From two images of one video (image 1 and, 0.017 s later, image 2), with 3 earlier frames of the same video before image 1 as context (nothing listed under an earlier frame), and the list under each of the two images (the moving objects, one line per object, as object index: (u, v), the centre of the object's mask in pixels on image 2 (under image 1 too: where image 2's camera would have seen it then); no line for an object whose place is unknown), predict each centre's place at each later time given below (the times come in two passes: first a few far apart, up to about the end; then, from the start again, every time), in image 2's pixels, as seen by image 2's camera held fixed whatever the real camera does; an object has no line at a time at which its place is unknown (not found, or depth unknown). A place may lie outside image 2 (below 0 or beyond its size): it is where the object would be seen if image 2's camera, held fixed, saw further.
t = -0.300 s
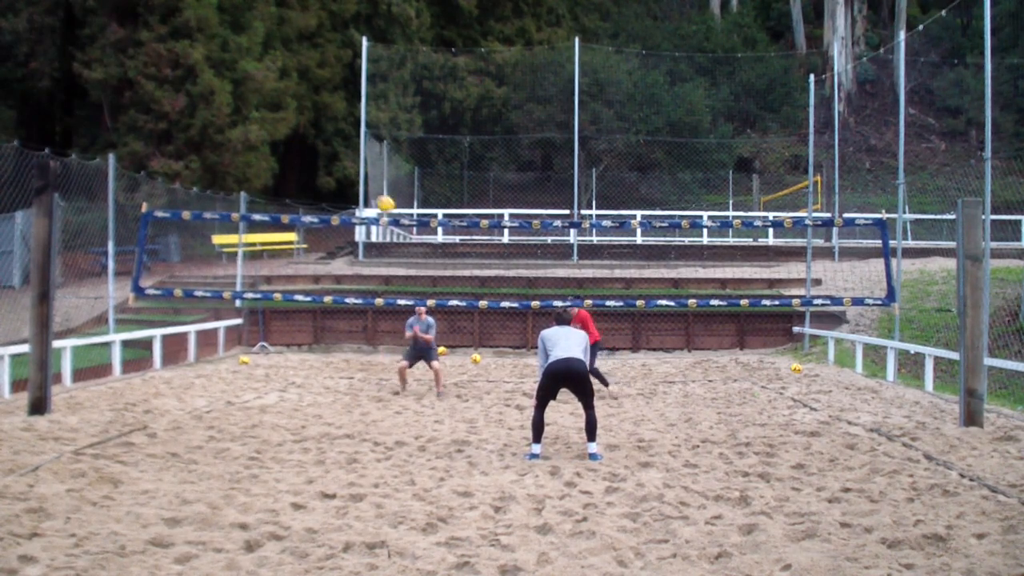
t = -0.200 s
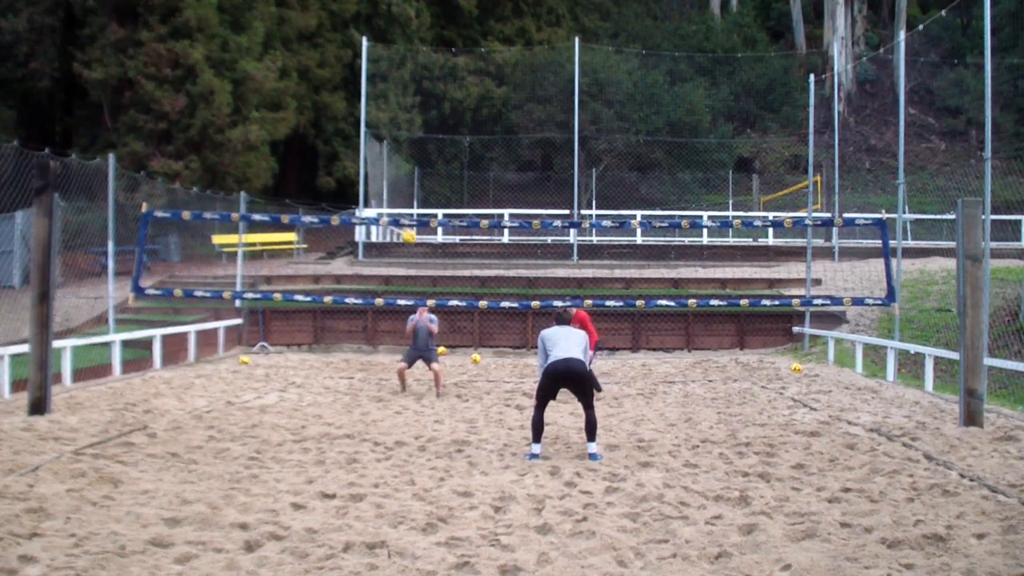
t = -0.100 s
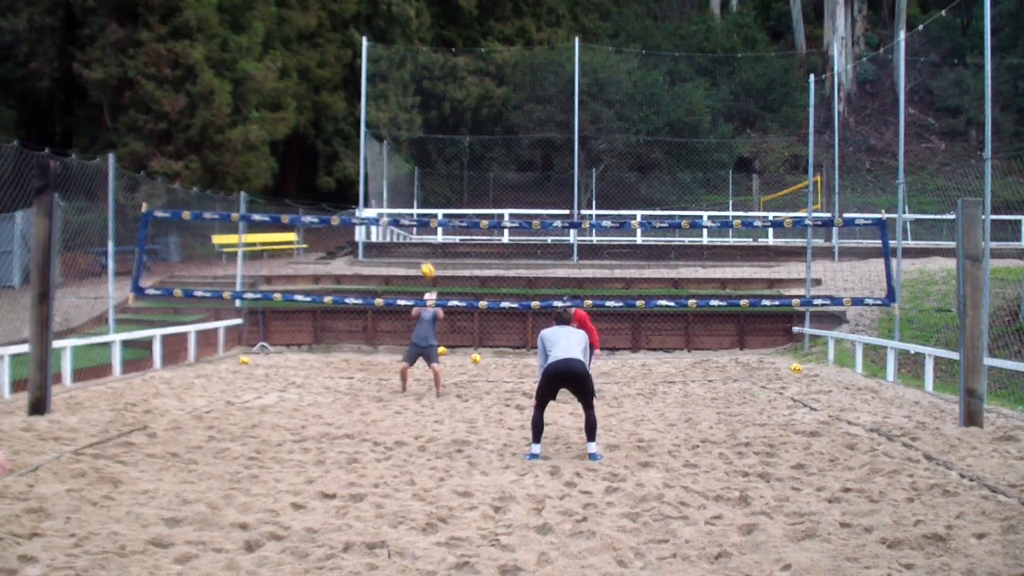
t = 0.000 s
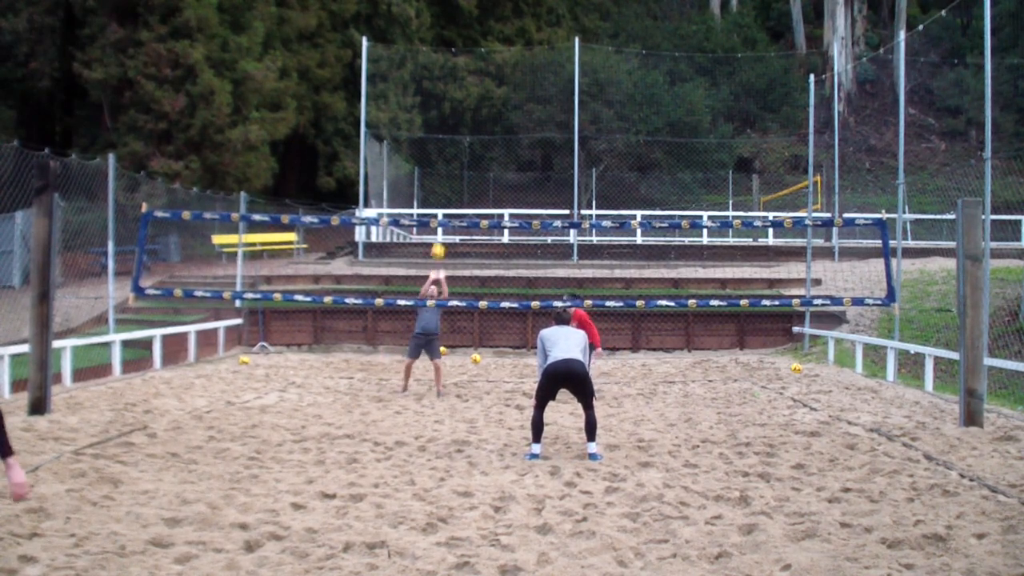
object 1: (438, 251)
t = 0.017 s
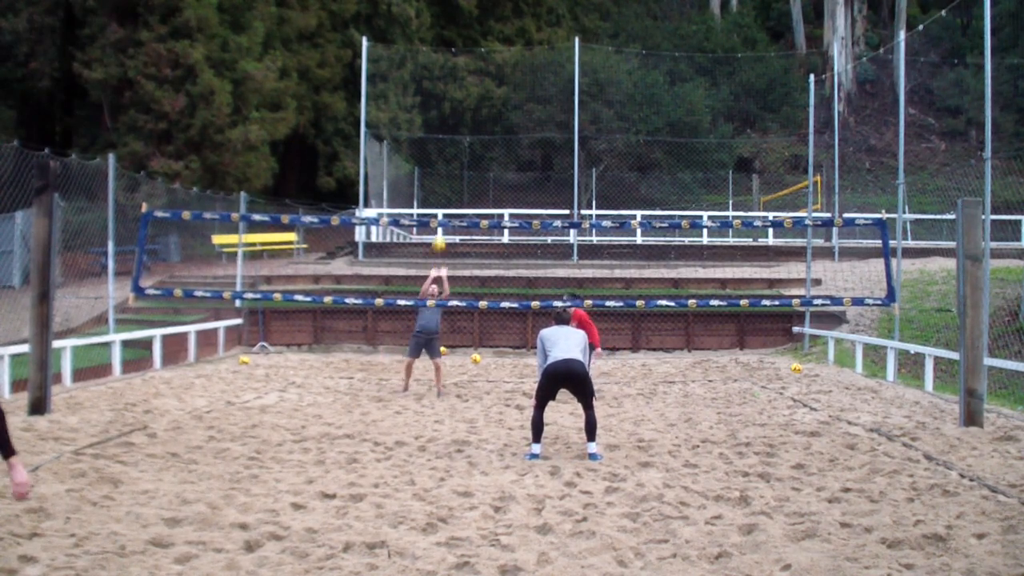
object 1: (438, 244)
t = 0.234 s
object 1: (451, 149)
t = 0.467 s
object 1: (465, 80)
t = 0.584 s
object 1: (470, 57)
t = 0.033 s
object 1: (440, 234)
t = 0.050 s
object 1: (441, 230)
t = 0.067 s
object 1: (442, 216)
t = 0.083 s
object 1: (442, 210)
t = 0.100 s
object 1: (443, 202)
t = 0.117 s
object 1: (444, 196)
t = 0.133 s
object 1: (445, 189)
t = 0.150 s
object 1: (446, 182)
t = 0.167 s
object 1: (447, 175)
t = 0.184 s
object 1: (448, 168)
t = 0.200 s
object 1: (449, 162)
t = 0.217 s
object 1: (450, 155)
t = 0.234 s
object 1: (451, 149)
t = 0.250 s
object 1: (452, 143)
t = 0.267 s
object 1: (453, 137)
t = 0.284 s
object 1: (454, 132)
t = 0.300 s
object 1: (455, 126)
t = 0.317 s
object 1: (456, 121)
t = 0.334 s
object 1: (457, 116)
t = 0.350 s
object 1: (458, 111)
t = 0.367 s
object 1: (458, 106)
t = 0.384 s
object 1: (459, 101)
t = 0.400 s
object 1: (461, 97)
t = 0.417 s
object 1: (461, 92)
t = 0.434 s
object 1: (463, 88)
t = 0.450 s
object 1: (463, 83)
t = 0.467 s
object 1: (465, 80)
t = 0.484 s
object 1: (465, 76)
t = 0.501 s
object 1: (466, 72)
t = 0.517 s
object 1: (467, 69)
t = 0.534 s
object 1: (468, 66)
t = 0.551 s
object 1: (469, 63)
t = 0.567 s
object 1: (469, 60)
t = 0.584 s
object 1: (470, 57)
